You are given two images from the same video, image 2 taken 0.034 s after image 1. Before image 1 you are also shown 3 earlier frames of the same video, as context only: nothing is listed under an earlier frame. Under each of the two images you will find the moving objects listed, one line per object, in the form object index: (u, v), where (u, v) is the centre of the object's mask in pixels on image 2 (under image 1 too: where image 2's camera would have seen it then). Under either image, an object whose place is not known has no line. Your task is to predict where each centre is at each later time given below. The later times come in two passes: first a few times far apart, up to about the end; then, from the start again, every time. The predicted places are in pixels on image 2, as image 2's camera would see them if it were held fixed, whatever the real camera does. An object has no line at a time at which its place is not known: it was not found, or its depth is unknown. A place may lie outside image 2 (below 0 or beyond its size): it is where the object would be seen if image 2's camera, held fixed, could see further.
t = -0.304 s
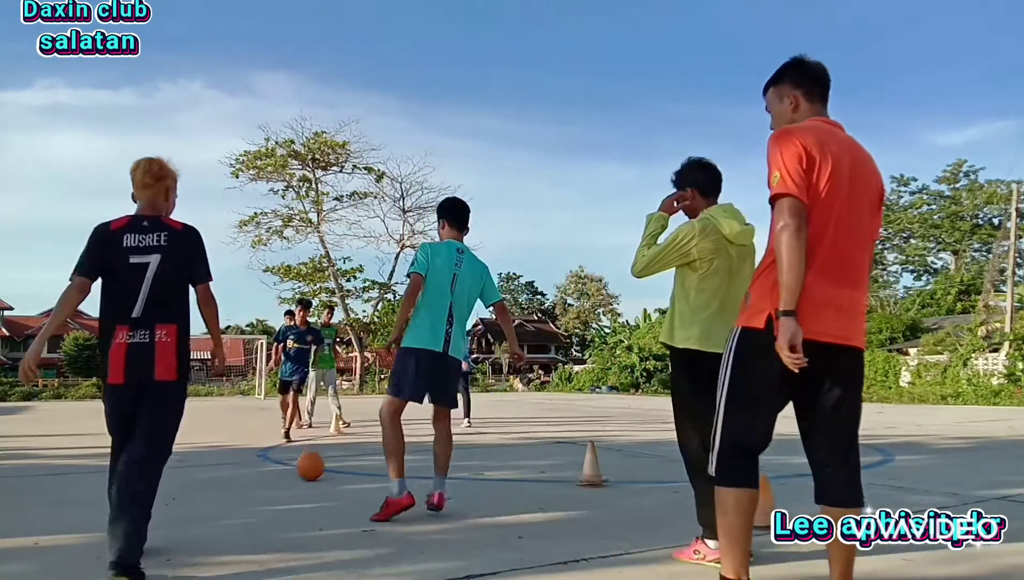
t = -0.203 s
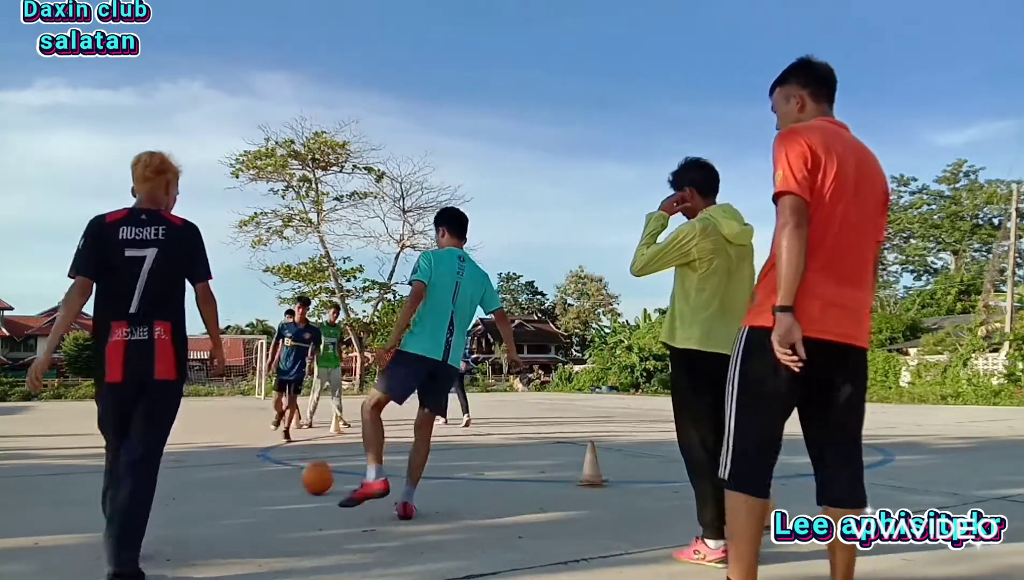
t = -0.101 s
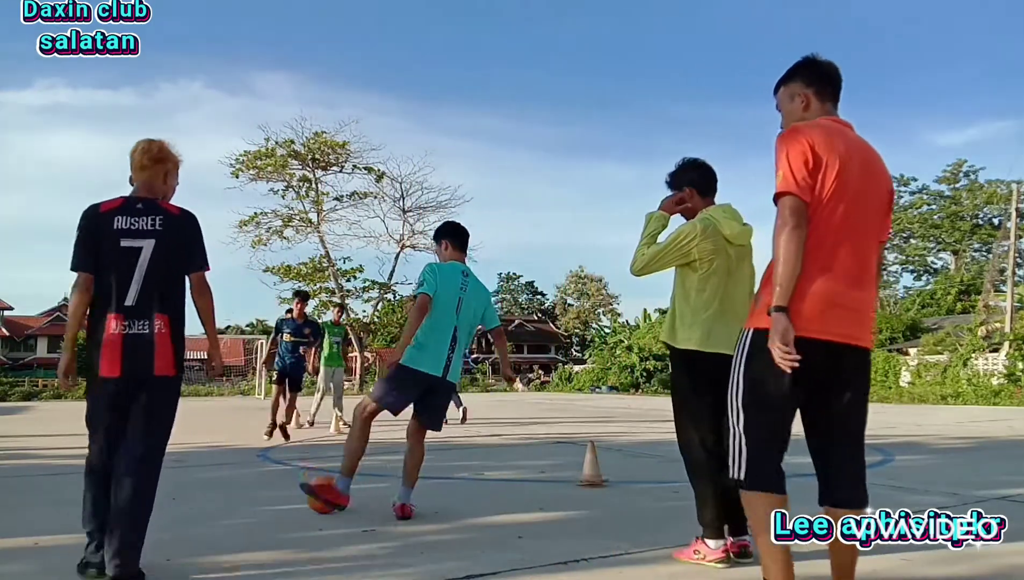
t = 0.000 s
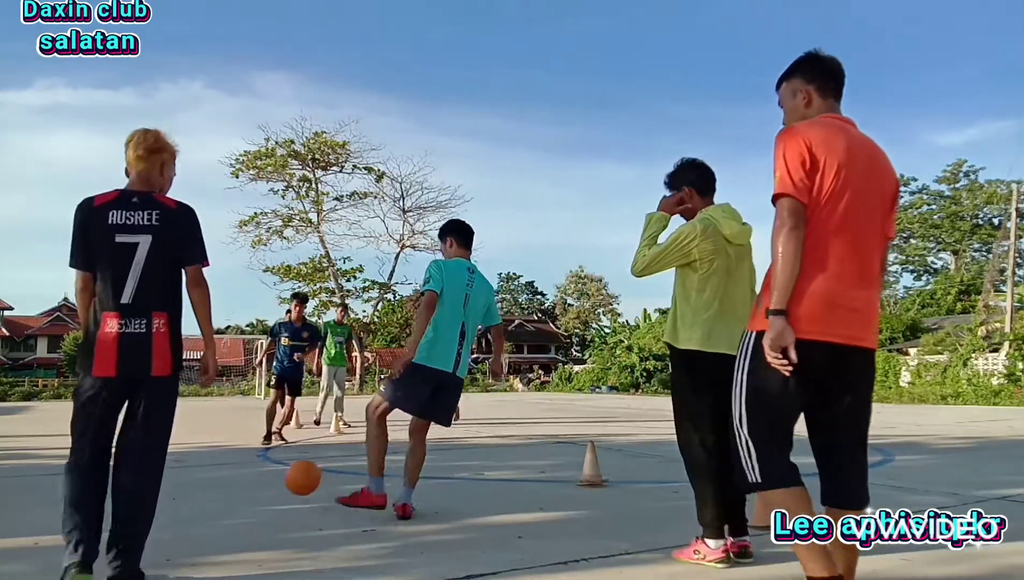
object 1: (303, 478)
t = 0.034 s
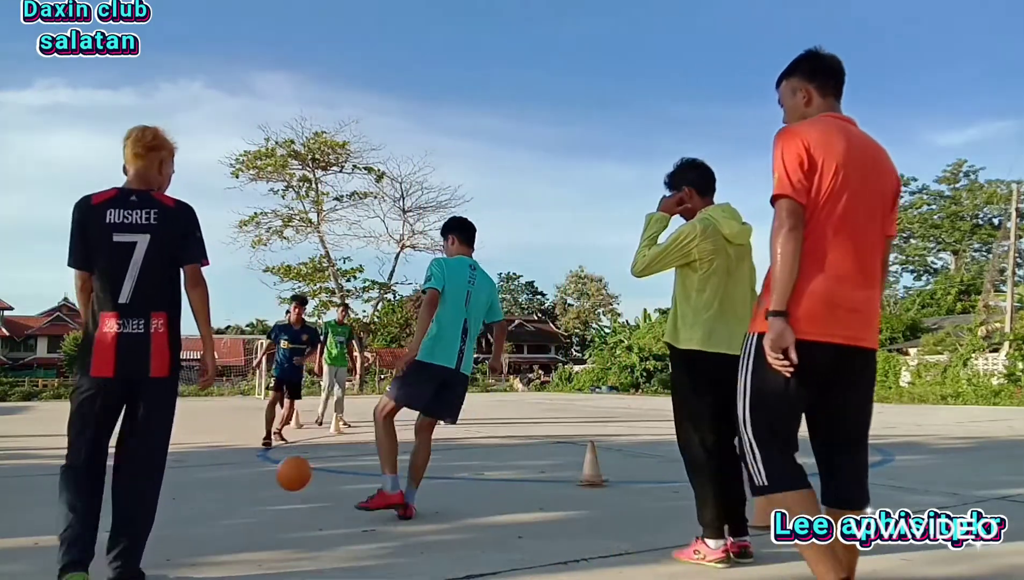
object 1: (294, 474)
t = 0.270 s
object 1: (243, 469)
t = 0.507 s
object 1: (211, 466)
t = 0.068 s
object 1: (285, 472)
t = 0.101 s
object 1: (276, 472)
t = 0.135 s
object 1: (268, 474)
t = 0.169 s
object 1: (261, 478)
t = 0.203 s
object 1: (255, 474)
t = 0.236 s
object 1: (249, 470)
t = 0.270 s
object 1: (243, 469)
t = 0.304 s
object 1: (238, 468)
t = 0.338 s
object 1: (233, 469)
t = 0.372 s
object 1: (228, 469)
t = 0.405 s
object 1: (224, 467)
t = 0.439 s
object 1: (220, 466)
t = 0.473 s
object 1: (215, 466)
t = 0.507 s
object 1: (211, 466)
